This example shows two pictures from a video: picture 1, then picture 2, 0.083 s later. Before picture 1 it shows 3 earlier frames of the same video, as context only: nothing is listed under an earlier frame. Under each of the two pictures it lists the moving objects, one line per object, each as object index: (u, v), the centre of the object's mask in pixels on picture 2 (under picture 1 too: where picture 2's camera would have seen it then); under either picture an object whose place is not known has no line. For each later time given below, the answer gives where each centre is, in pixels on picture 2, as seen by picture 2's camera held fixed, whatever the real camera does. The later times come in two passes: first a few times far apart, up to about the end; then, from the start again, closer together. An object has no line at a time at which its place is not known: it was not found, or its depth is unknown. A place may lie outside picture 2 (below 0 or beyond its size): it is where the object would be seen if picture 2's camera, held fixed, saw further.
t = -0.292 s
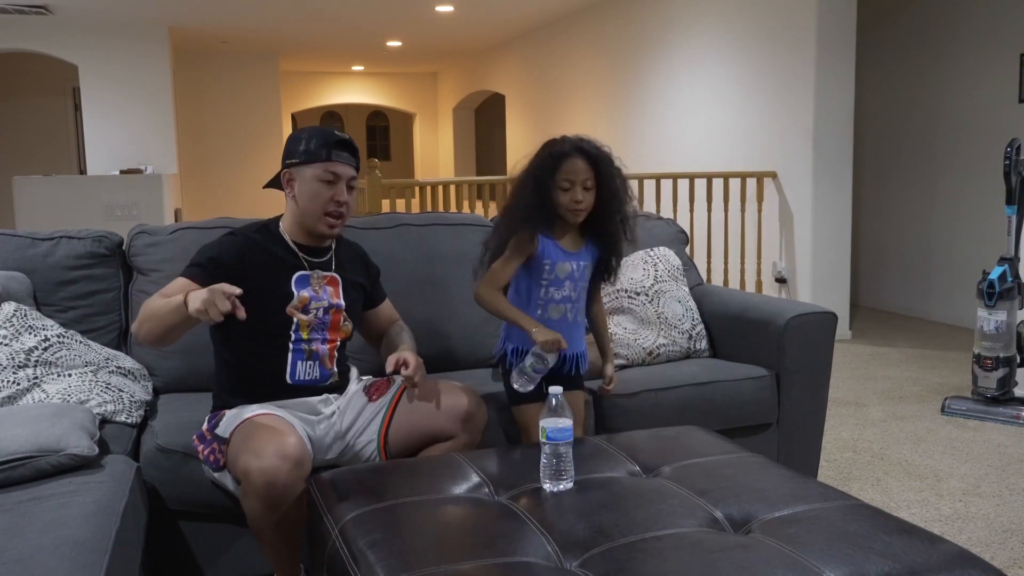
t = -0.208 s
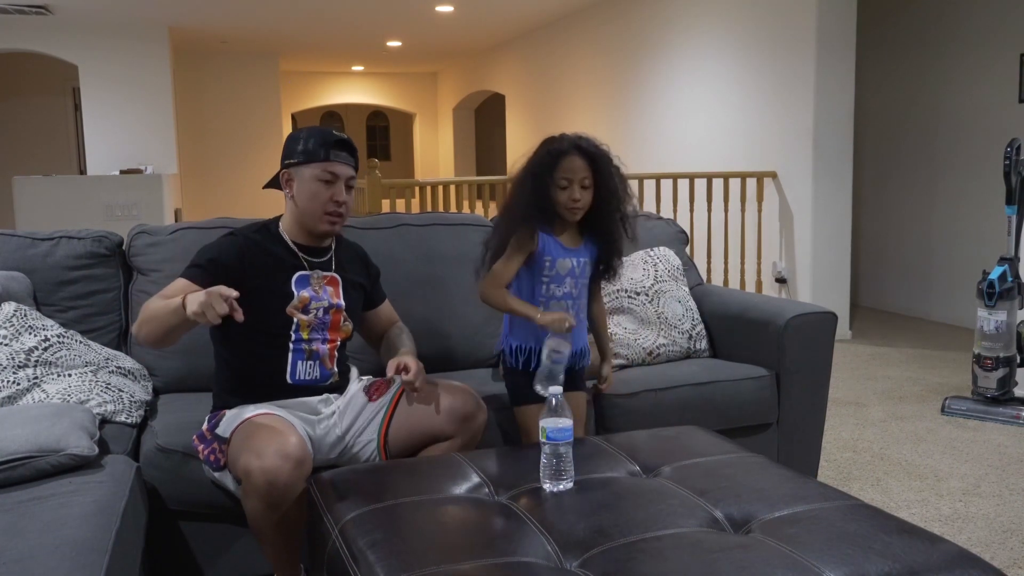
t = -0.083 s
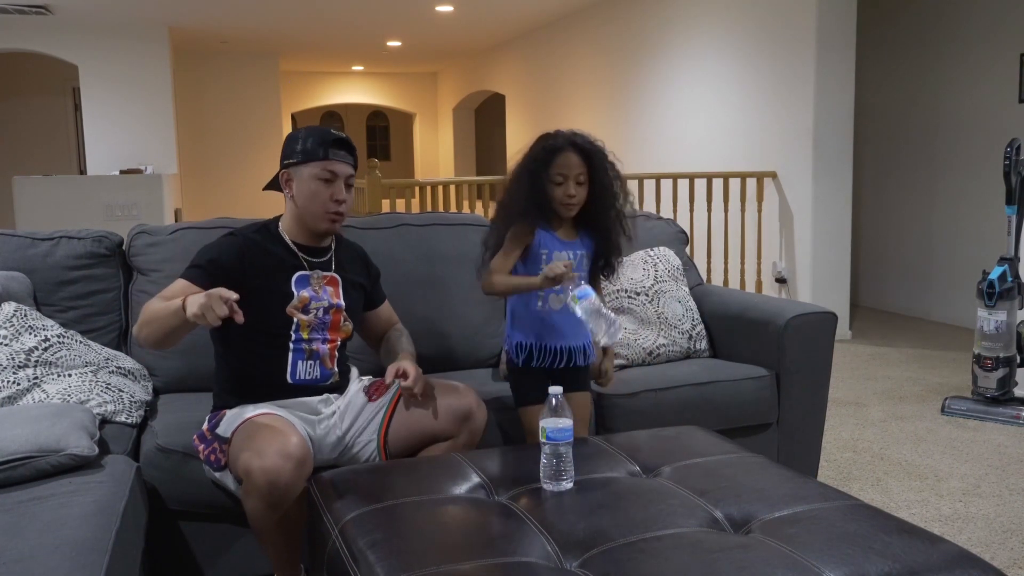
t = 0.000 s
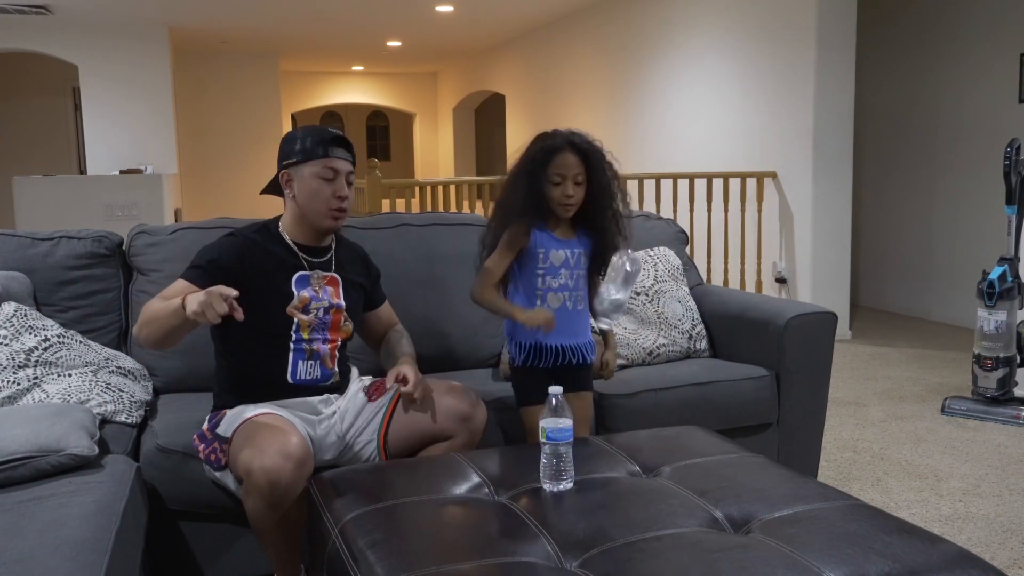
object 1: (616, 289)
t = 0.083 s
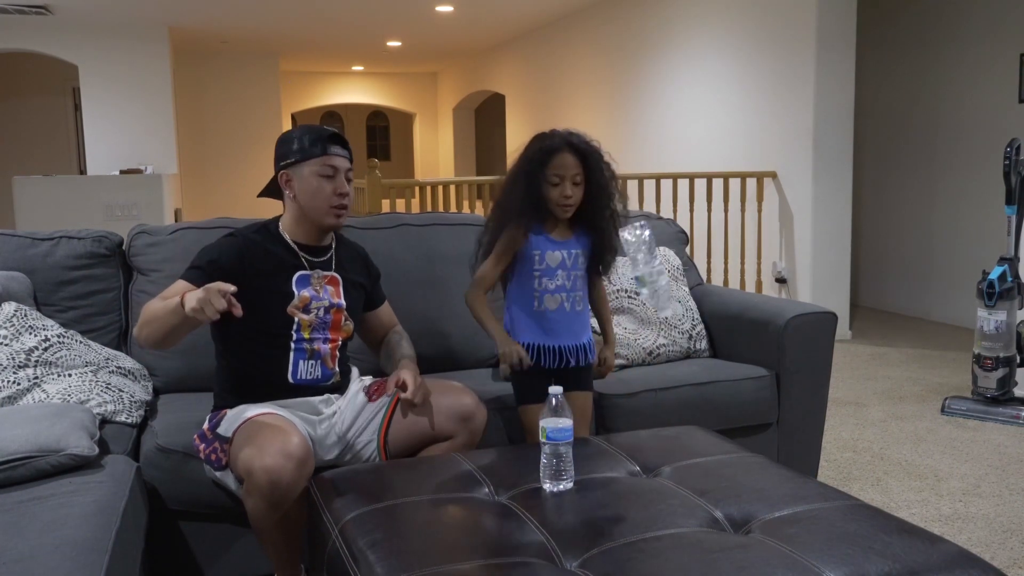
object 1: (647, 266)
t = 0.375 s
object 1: (740, 477)
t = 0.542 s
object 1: (765, 487)
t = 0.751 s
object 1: (779, 521)
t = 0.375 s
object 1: (740, 477)
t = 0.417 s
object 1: (743, 489)
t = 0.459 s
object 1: (749, 481)
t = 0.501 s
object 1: (757, 482)
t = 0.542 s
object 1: (765, 487)
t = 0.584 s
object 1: (773, 501)
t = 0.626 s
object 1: (781, 516)
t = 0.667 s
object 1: (780, 516)
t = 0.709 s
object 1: (779, 519)
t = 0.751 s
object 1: (779, 521)
